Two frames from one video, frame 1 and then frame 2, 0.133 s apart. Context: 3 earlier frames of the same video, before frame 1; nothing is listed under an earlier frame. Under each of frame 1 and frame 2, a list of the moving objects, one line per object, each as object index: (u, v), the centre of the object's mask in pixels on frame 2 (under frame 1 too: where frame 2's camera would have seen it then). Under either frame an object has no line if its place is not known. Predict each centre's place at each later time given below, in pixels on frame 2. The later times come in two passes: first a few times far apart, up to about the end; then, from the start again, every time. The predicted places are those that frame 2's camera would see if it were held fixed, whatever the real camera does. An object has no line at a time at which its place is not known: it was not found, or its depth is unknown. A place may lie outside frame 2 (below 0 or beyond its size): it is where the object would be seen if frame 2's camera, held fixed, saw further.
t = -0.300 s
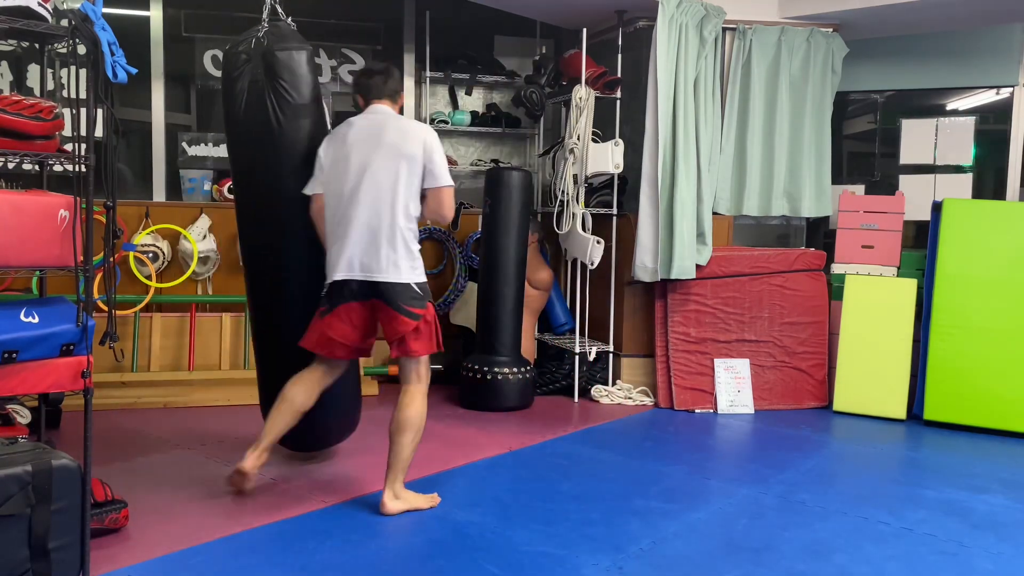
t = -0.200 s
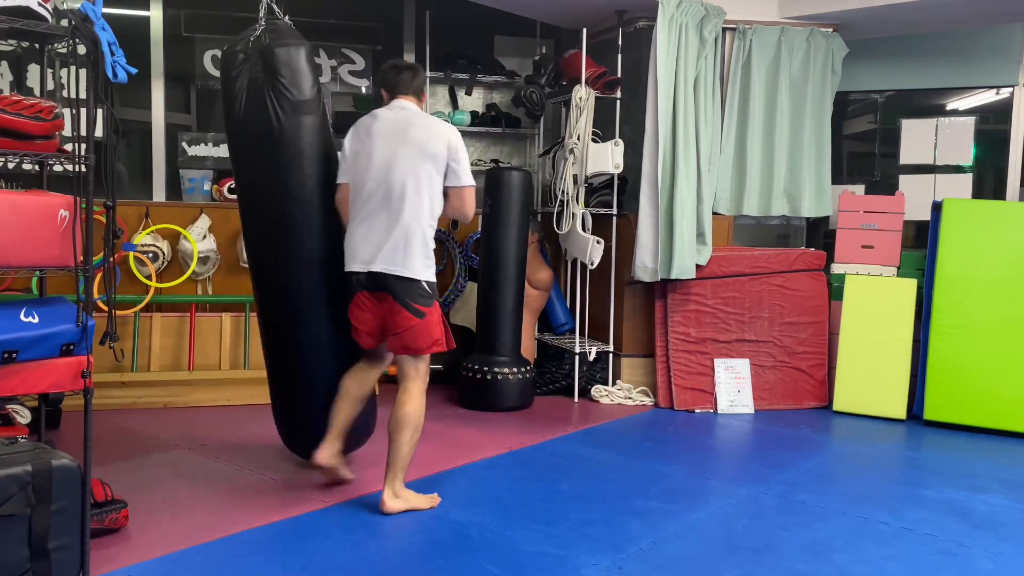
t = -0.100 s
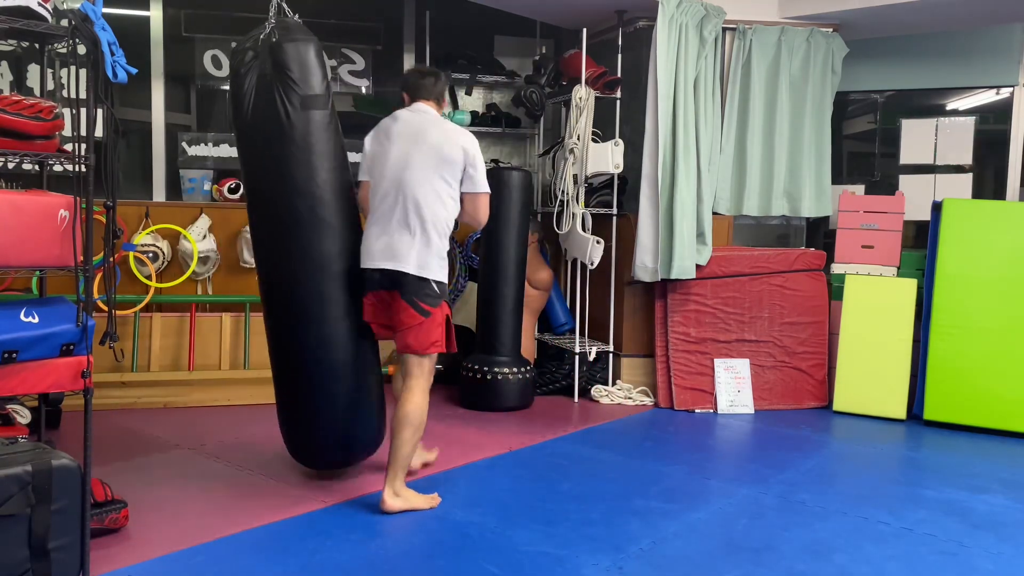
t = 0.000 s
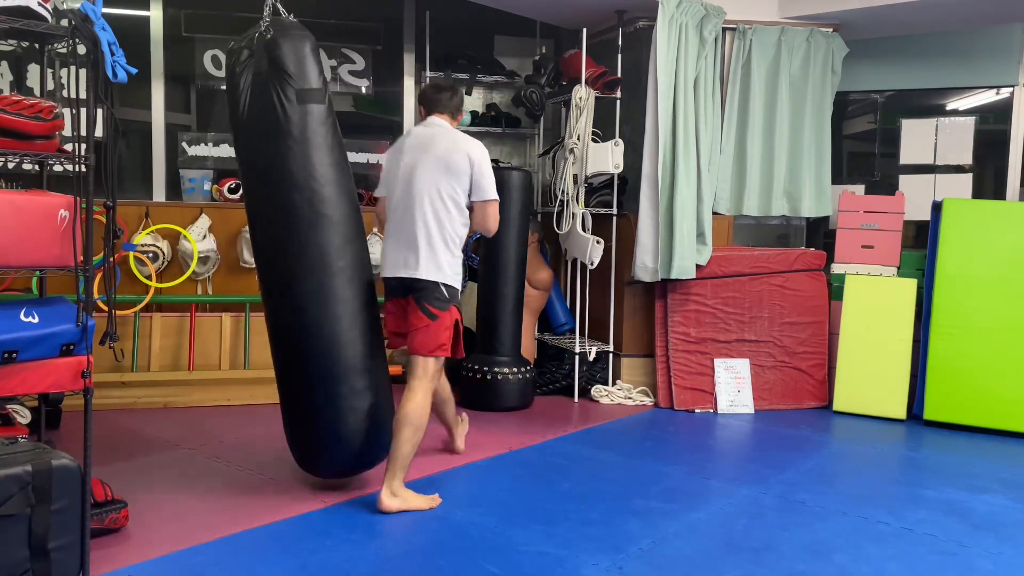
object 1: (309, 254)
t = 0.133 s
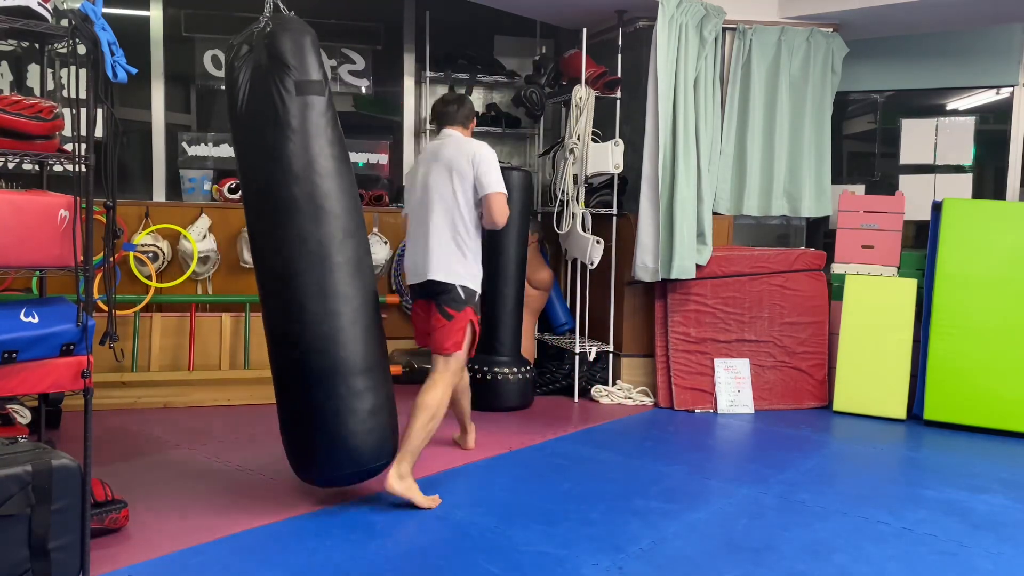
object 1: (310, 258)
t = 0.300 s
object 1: (302, 262)
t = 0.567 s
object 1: (271, 267)
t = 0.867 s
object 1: (233, 266)
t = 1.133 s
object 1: (219, 254)
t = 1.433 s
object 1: (229, 234)
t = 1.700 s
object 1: (250, 226)
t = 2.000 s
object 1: (279, 232)
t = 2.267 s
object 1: (300, 246)
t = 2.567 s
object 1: (305, 257)
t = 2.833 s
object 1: (287, 262)
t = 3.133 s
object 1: (250, 265)
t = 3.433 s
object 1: (225, 259)
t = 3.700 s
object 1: (225, 244)
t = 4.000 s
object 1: (245, 227)
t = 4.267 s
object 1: (269, 225)
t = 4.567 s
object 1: (294, 235)
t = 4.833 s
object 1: (306, 250)
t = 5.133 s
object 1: (296, 260)
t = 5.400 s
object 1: (268, 264)
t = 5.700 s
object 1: (235, 265)
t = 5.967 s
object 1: (225, 256)
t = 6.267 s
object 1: (238, 240)
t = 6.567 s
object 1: (262, 226)
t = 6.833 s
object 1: (285, 227)
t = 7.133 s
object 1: (303, 242)
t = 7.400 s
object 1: (303, 257)
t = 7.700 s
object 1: (279, 265)
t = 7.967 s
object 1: (247, 267)
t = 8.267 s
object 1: (225, 263)
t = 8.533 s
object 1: (228, 249)
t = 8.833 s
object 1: (249, 231)
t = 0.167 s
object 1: (310, 259)
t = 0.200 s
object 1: (309, 260)
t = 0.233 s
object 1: (307, 261)
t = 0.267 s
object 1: (305, 262)
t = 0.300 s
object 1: (302, 262)
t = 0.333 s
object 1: (298, 262)
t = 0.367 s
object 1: (295, 263)
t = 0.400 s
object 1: (292, 264)
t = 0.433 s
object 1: (289, 264)
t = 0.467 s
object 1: (285, 265)
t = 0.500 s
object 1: (281, 265)
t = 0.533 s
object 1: (277, 266)
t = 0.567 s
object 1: (271, 267)
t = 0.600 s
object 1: (266, 267)
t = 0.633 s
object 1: (262, 267)
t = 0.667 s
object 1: (257, 268)
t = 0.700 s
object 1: (253, 268)
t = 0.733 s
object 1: (249, 268)
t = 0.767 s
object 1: (245, 268)
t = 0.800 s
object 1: (241, 268)
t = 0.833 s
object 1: (237, 267)
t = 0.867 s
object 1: (233, 266)
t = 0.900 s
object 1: (230, 264)
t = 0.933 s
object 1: (227, 263)
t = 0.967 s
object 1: (225, 263)
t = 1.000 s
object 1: (223, 261)
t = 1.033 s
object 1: (221, 260)
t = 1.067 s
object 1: (220, 258)
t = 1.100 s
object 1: (219, 256)
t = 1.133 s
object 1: (219, 254)
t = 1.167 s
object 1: (218, 252)
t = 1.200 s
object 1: (219, 250)
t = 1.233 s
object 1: (219, 248)
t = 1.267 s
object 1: (220, 245)
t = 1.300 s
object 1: (221, 243)
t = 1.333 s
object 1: (223, 241)
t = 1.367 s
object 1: (224, 239)
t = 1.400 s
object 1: (226, 237)
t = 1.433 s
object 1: (229, 234)
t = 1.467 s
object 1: (231, 233)
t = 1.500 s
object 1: (234, 231)
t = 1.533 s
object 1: (236, 230)
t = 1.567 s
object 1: (239, 229)
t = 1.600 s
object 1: (242, 228)
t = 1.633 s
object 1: (244, 227)
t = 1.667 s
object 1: (247, 227)
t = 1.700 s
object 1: (250, 226)
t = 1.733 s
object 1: (254, 226)
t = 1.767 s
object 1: (257, 226)
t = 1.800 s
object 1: (261, 226)
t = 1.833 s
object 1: (264, 226)
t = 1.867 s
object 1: (267, 227)
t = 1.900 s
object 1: (270, 228)
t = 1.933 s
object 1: (273, 229)
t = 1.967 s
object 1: (276, 231)
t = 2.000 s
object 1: (279, 232)
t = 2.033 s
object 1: (283, 234)
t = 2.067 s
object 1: (286, 235)
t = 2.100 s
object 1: (289, 237)
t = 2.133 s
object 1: (292, 239)
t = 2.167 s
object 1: (294, 240)
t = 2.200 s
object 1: (296, 242)
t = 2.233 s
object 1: (298, 244)
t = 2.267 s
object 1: (300, 246)
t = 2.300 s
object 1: (302, 247)
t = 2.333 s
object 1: (304, 249)
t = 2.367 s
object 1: (305, 250)
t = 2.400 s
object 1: (306, 251)
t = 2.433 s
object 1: (307, 252)
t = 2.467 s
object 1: (307, 254)
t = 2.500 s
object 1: (307, 255)
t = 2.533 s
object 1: (306, 256)
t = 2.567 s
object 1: (305, 257)
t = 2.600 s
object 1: (304, 258)
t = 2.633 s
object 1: (303, 259)
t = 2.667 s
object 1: (301, 259)
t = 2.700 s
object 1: (299, 260)
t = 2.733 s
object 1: (297, 261)
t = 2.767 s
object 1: (293, 261)
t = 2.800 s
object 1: (290, 262)
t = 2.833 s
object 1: (287, 262)
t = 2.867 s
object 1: (283, 263)
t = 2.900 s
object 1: (279, 263)
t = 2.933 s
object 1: (275, 264)
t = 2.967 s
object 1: (271, 264)
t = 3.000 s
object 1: (267, 264)
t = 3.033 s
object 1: (263, 264)
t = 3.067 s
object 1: (258, 265)
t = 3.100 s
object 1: (254, 265)
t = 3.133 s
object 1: (250, 265)
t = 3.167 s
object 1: (246, 265)
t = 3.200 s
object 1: (242, 265)
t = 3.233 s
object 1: (239, 264)
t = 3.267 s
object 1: (235, 264)
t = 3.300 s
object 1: (233, 263)
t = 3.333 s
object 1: (230, 262)
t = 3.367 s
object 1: (228, 261)
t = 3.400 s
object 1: (226, 260)
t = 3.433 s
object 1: (225, 259)
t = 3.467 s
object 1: (223, 257)
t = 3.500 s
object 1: (222, 256)
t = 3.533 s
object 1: (222, 254)
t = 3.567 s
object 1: (222, 252)
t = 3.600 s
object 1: (222, 250)
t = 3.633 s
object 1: (223, 248)
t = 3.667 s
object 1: (224, 246)
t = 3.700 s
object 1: (225, 244)
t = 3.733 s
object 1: (226, 242)
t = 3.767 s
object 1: (228, 240)
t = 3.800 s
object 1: (230, 238)
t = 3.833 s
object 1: (232, 236)
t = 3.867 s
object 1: (234, 234)
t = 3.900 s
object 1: (237, 232)
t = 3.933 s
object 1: (239, 230)
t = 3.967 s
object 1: (242, 229)
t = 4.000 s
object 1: (245, 227)
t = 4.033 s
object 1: (247, 226)
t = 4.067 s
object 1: (250, 225)
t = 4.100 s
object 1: (253, 225)
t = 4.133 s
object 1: (256, 224)
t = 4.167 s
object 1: (260, 224)
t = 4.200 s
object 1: (263, 224)
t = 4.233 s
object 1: (266, 224)
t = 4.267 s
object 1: (269, 225)
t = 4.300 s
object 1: (272, 225)
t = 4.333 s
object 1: (275, 226)
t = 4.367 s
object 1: (278, 227)
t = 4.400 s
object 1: (281, 227)
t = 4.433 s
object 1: (284, 229)
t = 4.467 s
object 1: (287, 230)
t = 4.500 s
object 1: (289, 231)
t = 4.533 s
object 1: (292, 234)
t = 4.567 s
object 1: (294, 235)
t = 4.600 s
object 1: (296, 237)
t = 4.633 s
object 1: (299, 240)
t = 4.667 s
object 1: (300, 241)
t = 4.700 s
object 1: (302, 243)
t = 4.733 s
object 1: (303, 245)
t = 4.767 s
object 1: (304, 246)
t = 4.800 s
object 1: (305, 248)
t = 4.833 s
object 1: (306, 250)
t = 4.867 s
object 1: (306, 251)
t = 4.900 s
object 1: (306, 253)
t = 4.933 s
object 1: (305, 254)
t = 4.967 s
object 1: (305, 255)
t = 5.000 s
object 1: (304, 257)
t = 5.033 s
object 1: (302, 257)
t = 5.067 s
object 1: (300, 259)
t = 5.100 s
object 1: (298, 259)
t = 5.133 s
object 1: (296, 260)
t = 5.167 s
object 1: (293, 261)
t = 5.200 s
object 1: (290, 262)
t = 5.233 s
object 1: (287, 263)
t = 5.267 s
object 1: (284, 263)
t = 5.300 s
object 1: (280, 263)
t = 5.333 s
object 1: (276, 263)
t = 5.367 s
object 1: (272, 264)
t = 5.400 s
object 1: (268, 264)
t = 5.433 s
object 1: (264, 265)
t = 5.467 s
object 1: (260, 265)
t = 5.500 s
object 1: (256, 265)
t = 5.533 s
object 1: (252, 266)
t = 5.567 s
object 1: (248, 265)
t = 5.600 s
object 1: (245, 266)
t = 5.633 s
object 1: (241, 265)
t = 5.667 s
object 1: (238, 265)
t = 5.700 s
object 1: (235, 265)
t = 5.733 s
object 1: (233, 264)
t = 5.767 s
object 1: (231, 263)
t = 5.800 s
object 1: (229, 263)
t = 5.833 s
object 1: (227, 262)
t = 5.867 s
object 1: (226, 260)
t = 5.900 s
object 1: (226, 259)
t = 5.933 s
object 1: (225, 258)
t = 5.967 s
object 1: (225, 256)
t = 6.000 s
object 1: (225, 255)
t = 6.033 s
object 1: (226, 253)
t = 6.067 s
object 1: (227, 251)
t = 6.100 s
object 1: (228, 250)
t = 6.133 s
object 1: (229, 248)
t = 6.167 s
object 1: (231, 246)
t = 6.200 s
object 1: (233, 244)
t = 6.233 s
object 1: (235, 242)
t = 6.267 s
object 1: (238, 240)
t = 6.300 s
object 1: (240, 238)
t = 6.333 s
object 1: (242, 236)
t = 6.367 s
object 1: (245, 234)
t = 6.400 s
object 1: (248, 232)
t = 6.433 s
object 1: (251, 230)
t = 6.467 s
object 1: (254, 229)
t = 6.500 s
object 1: (256, 227)
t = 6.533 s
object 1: (259, 226)
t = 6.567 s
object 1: (262, 226)
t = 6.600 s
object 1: (265, 225)
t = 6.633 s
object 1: (268, 225)
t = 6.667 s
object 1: (271, 225)
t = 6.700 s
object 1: (274, 225)
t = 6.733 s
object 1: (277, 225)
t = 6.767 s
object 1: (280, 225)
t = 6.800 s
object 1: (283, 226)
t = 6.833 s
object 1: (285, 227)
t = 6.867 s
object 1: (288, 228)
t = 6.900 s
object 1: (290, 229)
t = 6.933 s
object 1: (293, 232)
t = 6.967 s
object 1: (295, 233)
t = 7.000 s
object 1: (297, 235)
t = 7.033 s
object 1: (299, 236)
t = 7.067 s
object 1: (300, 239)
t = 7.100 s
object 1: (302, 240)
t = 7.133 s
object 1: (303, 242)
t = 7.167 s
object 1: (304, 244)
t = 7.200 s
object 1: (305, 246)
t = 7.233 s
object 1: (305, 248)
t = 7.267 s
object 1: (305, 250)
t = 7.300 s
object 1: (305, 252)
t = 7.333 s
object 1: (305, 255)
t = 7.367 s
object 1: (304, 255)
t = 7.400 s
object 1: (303, 257)
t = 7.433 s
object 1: (301, 258)
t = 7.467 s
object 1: (299, 260)
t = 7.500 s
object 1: (297, 261)
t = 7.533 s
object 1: (295, 262)
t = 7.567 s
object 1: (292, 263)
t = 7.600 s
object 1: (290, 264)
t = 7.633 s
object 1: (286, 264)
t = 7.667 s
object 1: (283, 265)
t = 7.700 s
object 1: (279, 265)
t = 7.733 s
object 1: (275, 265)
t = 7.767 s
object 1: (271, 266)
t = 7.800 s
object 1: (267, 266)
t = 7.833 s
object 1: (263, 267)
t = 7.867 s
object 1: (259, 267)
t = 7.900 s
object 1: (255, 267)
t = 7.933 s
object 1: (251, 267)
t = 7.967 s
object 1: (247, 267)
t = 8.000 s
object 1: (244, 267)
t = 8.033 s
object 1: (240, 267)
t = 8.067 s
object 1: (237, 267)
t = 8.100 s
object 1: (234, 266)
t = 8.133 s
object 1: (232, 266)
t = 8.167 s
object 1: (230, 266)
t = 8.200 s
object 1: (228, 265)
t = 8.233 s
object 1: (226, 264)
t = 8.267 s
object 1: (225, 263)
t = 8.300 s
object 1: (224, 262)
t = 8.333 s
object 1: (224, 260)
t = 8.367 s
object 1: (224, 259)
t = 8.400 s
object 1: (224, 258)
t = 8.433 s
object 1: (224, 256)
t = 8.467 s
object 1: (225, 253)
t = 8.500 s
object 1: (226, 251)
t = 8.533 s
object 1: (228, 249)
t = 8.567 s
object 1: (229, 247)
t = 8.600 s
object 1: (231, 245)
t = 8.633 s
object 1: (234, 243)
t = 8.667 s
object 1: (236, 241)
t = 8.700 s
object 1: (238, 239)
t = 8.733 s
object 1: (241, 237)
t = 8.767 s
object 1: (244, 235)
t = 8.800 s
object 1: (246, 233)
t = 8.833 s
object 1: (249, 231)
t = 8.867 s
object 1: (252, 230)
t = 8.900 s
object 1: (255, 230)
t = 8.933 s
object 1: (258, 227)
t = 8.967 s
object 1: (261, 226)
